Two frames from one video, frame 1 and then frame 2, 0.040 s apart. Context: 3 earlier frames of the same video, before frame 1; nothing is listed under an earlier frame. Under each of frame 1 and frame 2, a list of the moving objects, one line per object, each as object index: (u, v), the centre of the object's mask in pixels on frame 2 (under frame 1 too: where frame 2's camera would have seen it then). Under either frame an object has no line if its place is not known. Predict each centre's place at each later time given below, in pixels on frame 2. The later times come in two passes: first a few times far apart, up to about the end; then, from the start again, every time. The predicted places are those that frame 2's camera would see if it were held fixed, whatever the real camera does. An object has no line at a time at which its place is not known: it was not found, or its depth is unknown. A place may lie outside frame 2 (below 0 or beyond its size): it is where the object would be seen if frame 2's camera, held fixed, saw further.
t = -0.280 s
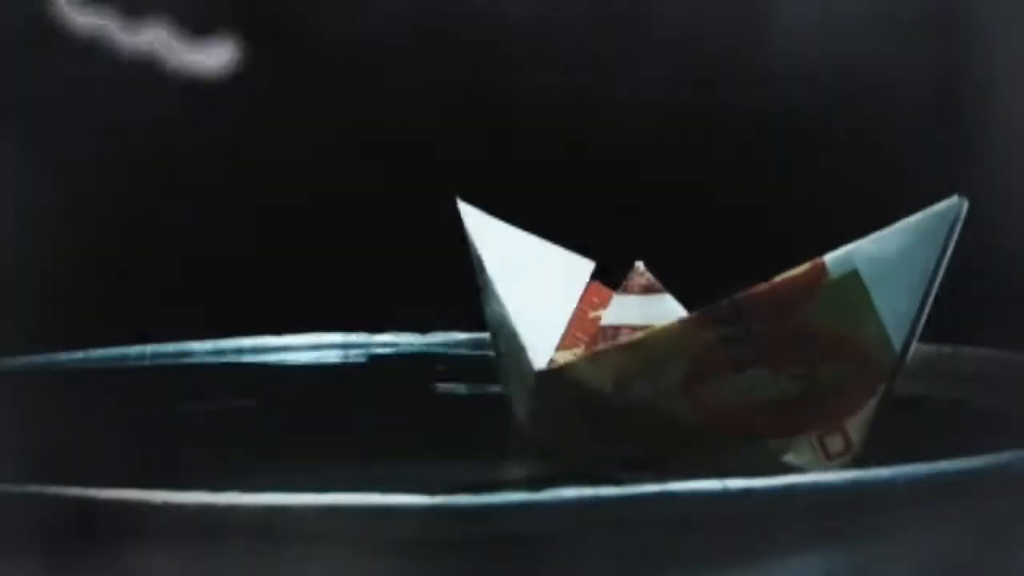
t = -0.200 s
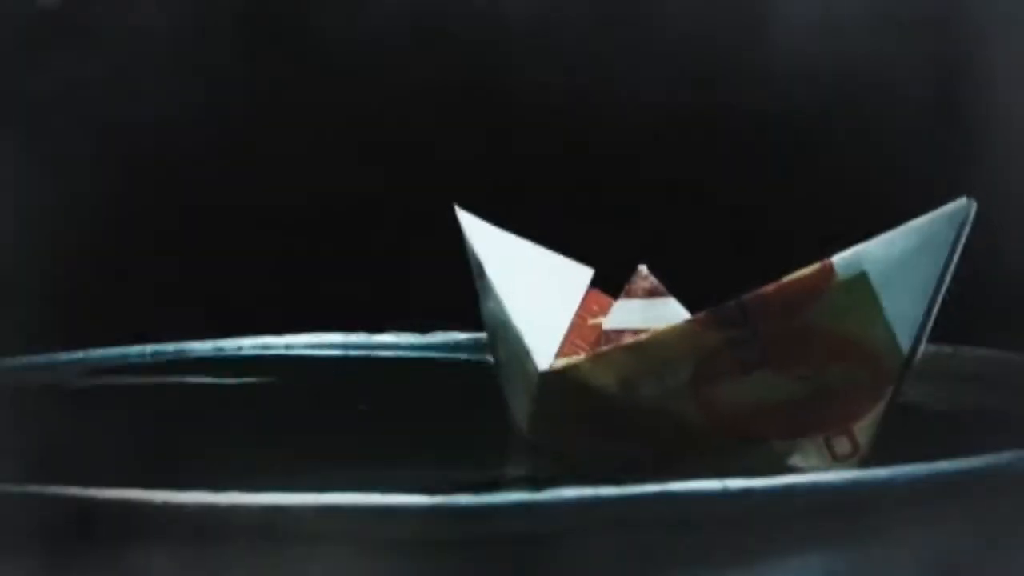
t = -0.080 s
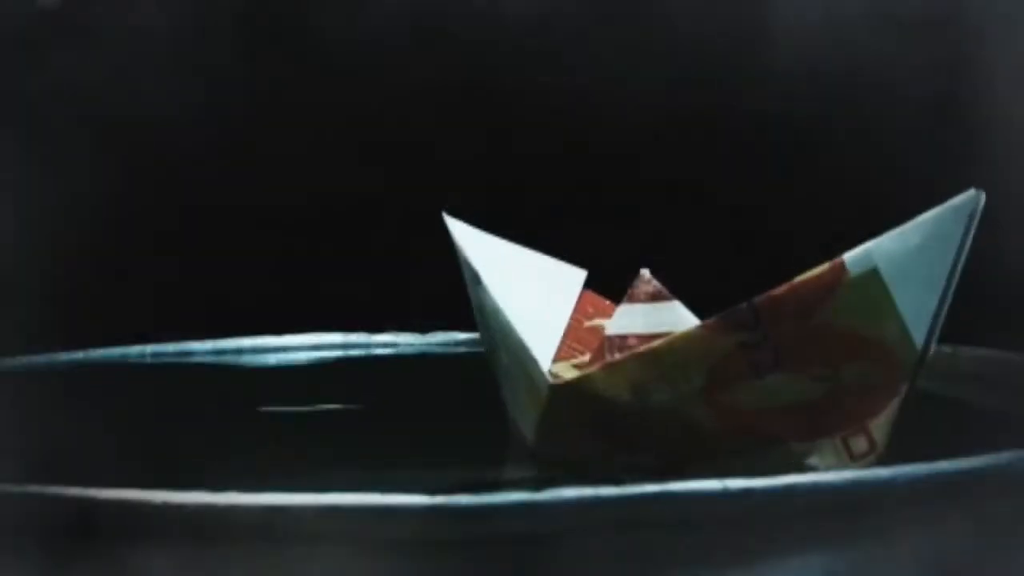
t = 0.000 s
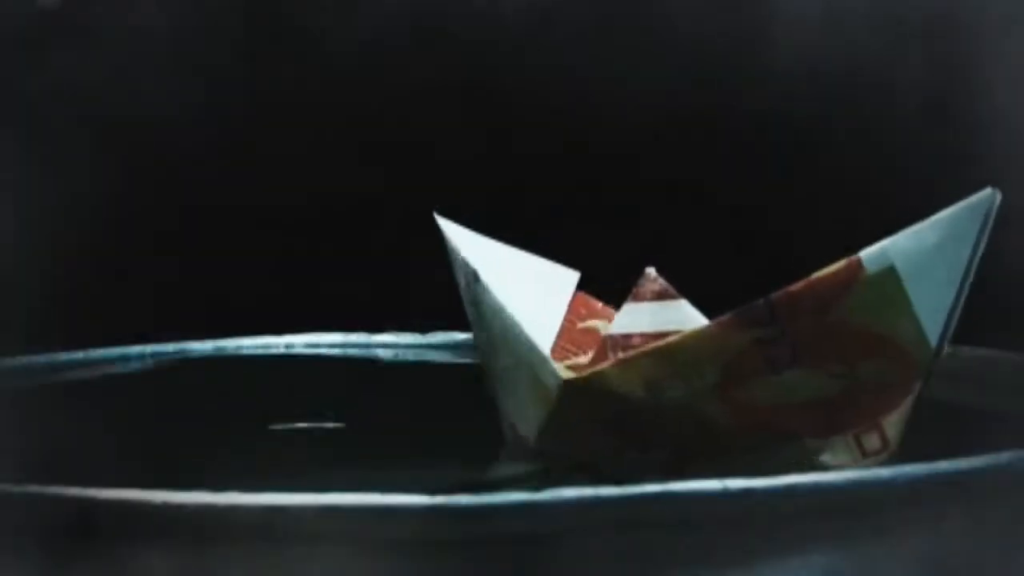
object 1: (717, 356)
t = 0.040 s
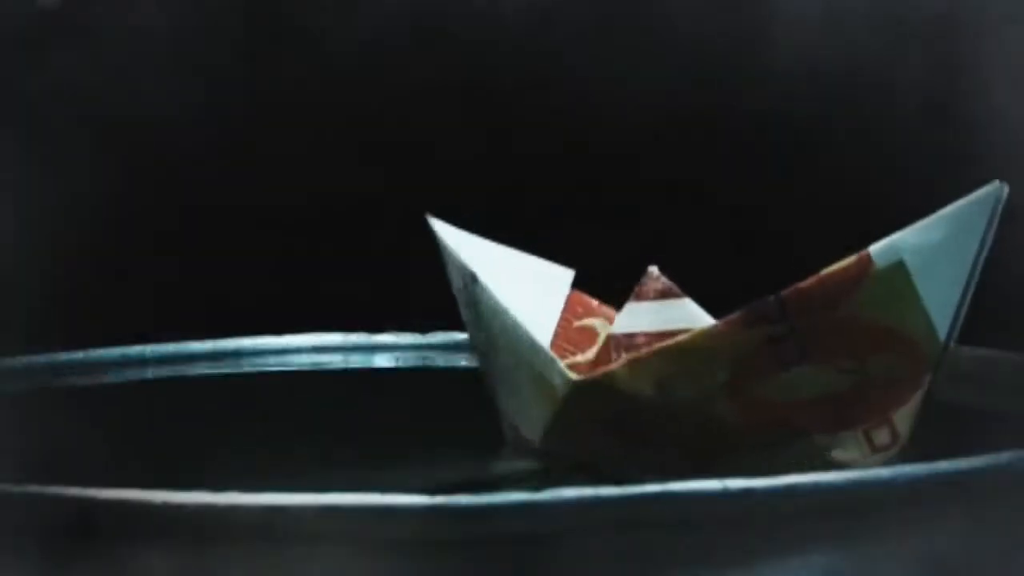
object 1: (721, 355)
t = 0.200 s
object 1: (709, 362)
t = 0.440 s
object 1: (673, 360)
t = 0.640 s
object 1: (616, 352)
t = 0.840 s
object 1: (572, 338)
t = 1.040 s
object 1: (529, 330)
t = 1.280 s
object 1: (431, 320)
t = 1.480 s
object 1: (401, 323)
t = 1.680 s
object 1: (400, 319)
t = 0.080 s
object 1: (720, 355)
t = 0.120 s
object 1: (718, 357)
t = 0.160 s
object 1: (715, 360)
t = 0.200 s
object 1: (709, 362)
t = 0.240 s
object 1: (698, 365)
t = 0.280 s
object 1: (694, 365)
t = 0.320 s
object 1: (692, 365)
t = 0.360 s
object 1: (688, 365)
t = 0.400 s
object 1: (681, 363)
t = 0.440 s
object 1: (673, 360)
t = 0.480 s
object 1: (665, 360)
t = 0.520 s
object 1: (653, 362)
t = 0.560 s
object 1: (641, 360)
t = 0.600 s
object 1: (626, 349)
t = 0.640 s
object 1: (616, 352)
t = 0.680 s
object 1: (617, 350)
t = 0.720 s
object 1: (609, 343)
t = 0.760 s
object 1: (607, 340)
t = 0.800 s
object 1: (595, 340)
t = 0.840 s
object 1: (572, 338)
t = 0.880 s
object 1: (561, 336)
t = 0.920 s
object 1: (559, 333)
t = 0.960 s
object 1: (549, 324)
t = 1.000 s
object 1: (539, 332)
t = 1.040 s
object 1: (529, 330)
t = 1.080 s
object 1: (518, 330)
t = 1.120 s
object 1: (491, 320)
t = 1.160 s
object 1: (465, 321)
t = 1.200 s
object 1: (453, 321)
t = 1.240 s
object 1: (442, 322)
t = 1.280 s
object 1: (431, 320)
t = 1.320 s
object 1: (422, 321)
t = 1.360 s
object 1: (413, 323)
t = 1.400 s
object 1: (409, 323)
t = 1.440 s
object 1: (405, 323)
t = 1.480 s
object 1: (401, 323)
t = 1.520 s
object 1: (399, 323)
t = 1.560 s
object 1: (398, 322)
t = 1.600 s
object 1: (397, 321)
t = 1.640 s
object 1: (398, 320)
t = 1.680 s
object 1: (400, 319)
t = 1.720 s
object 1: (404, 317)
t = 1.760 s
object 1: (411, 316)
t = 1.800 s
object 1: (419, 315)
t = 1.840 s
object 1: (428, 322)
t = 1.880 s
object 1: (438, 323)
